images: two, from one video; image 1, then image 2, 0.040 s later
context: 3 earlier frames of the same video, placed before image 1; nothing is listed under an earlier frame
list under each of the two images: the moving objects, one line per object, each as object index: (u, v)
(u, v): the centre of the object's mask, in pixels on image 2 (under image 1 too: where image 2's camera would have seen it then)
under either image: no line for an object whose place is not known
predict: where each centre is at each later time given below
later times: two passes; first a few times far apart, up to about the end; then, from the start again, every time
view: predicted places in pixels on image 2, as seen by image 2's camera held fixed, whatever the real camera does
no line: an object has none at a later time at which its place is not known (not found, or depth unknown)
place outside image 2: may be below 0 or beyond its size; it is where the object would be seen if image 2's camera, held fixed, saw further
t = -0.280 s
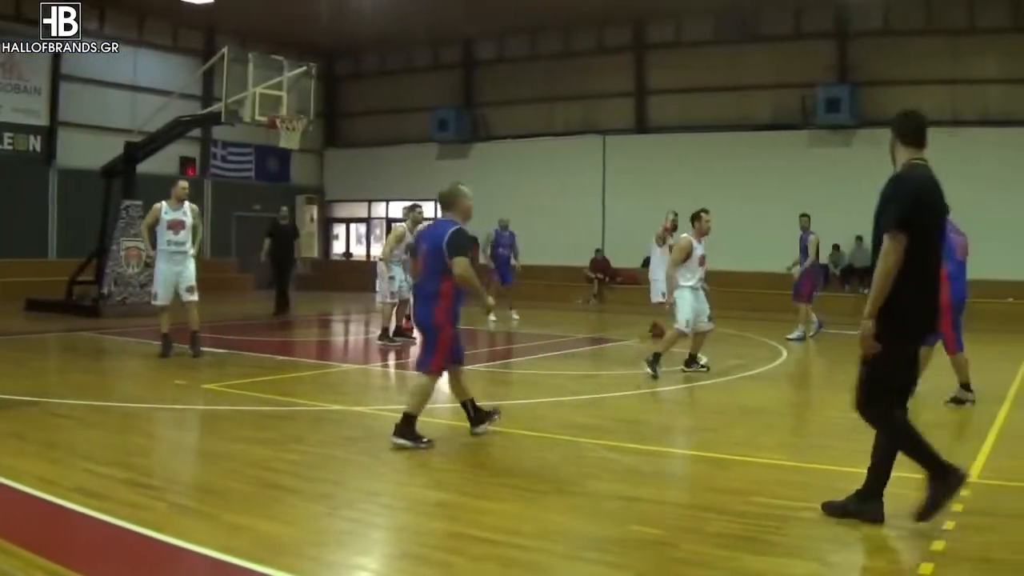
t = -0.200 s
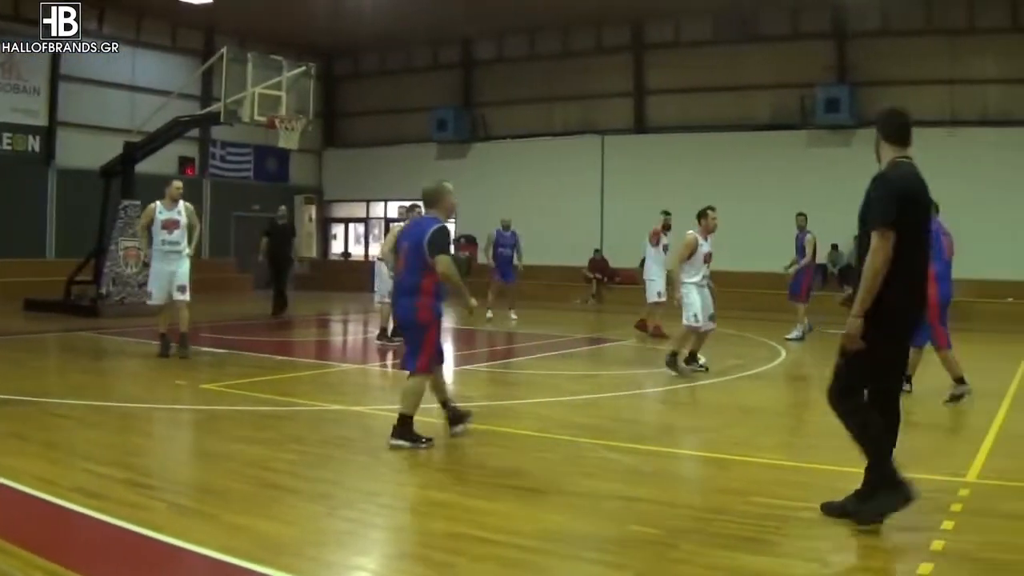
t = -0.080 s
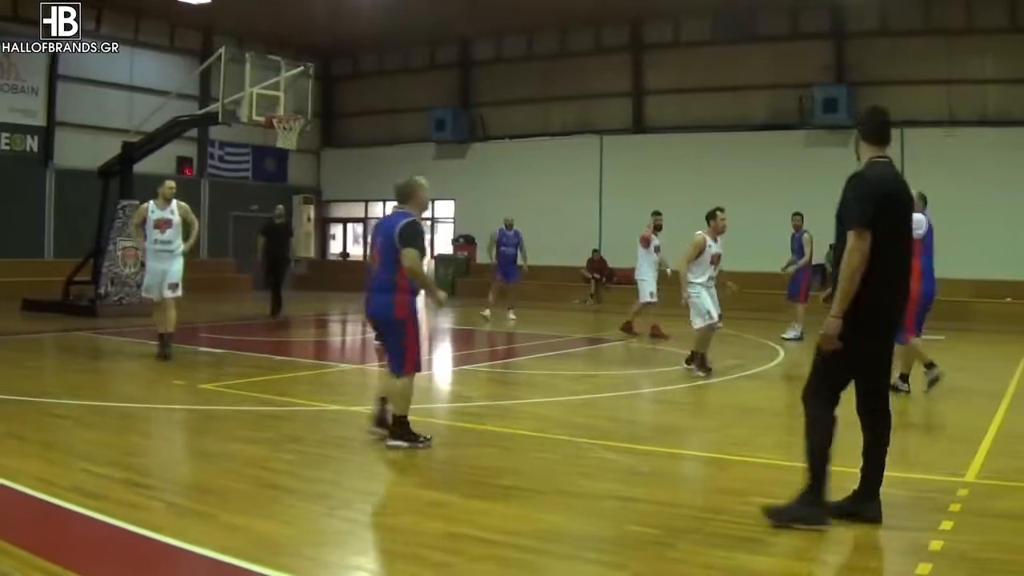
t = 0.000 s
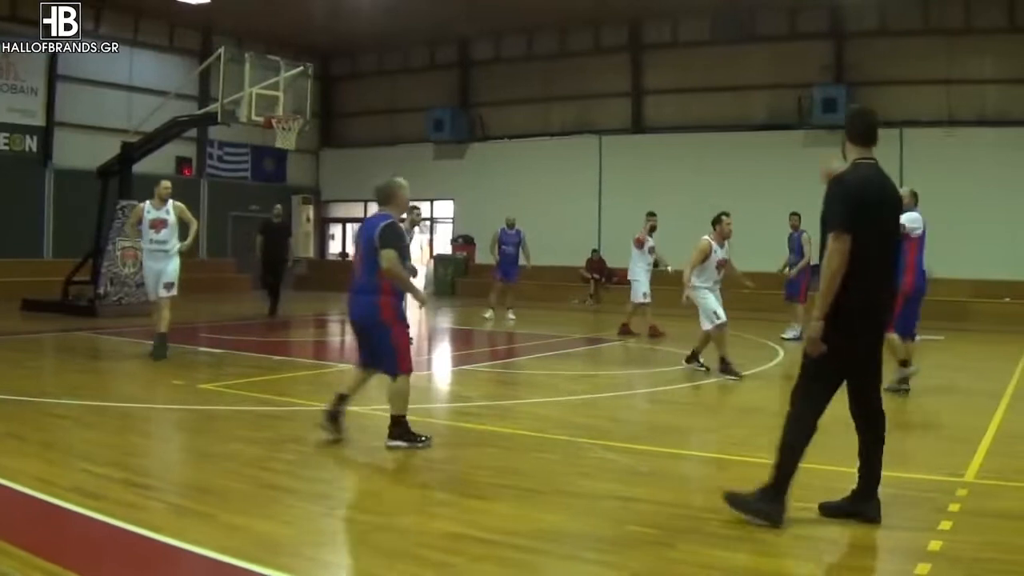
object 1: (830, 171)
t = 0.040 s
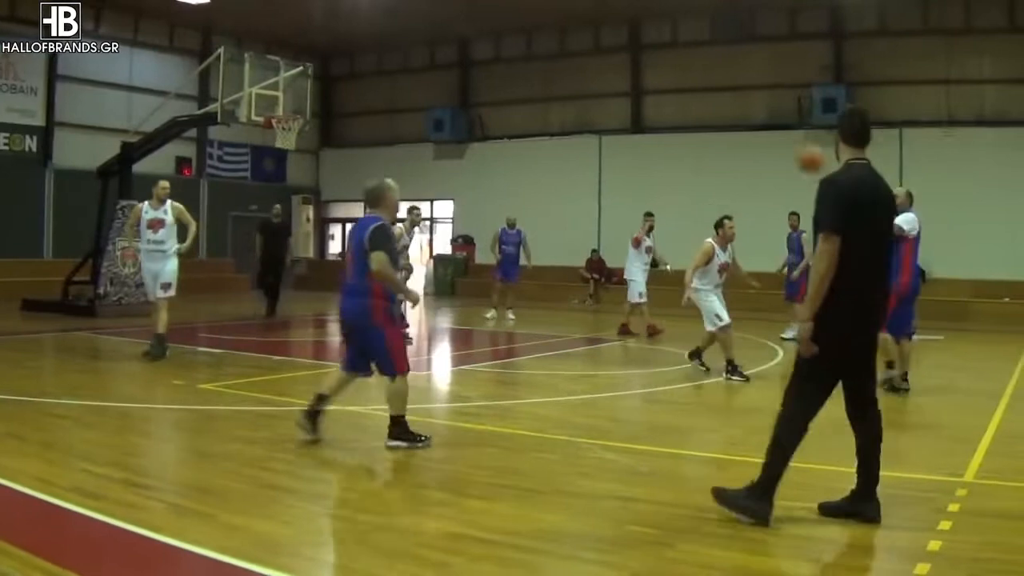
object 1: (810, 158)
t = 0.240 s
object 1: (673, 104)
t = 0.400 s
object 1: (531, 91)
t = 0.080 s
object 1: (785, 146)
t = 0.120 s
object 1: (757, 132)
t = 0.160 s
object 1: (730, 122)
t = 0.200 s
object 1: (702, 114)
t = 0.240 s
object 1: (673, 104)
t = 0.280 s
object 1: (639, 100)
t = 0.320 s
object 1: (604, 92)
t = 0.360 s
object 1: (568, 91)
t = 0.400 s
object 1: (531, 91)
